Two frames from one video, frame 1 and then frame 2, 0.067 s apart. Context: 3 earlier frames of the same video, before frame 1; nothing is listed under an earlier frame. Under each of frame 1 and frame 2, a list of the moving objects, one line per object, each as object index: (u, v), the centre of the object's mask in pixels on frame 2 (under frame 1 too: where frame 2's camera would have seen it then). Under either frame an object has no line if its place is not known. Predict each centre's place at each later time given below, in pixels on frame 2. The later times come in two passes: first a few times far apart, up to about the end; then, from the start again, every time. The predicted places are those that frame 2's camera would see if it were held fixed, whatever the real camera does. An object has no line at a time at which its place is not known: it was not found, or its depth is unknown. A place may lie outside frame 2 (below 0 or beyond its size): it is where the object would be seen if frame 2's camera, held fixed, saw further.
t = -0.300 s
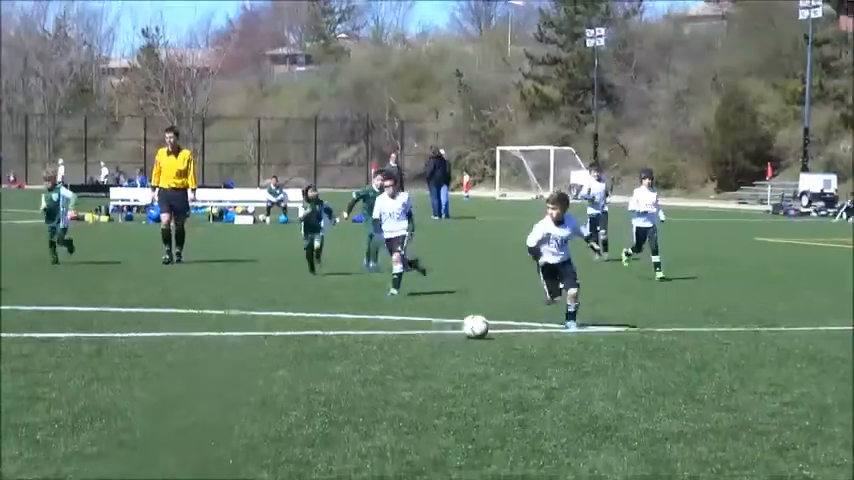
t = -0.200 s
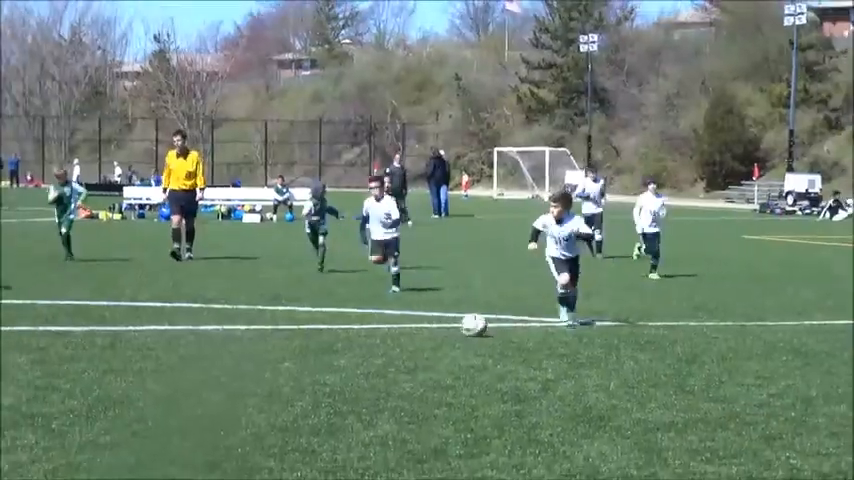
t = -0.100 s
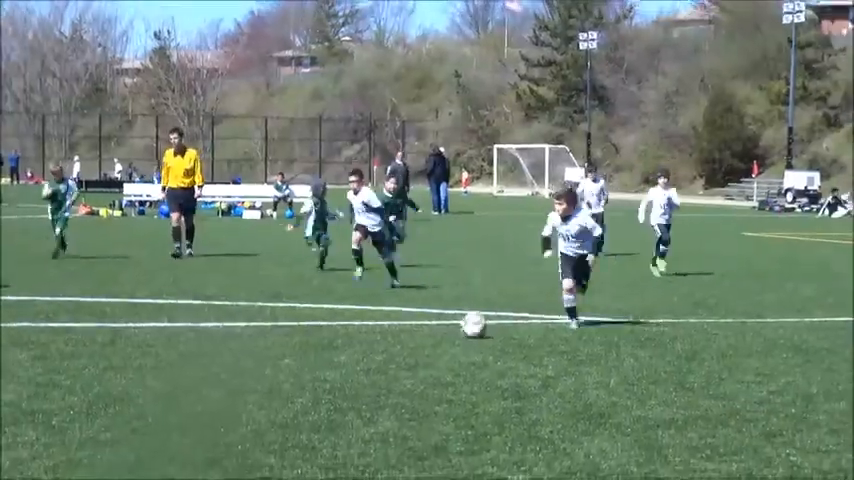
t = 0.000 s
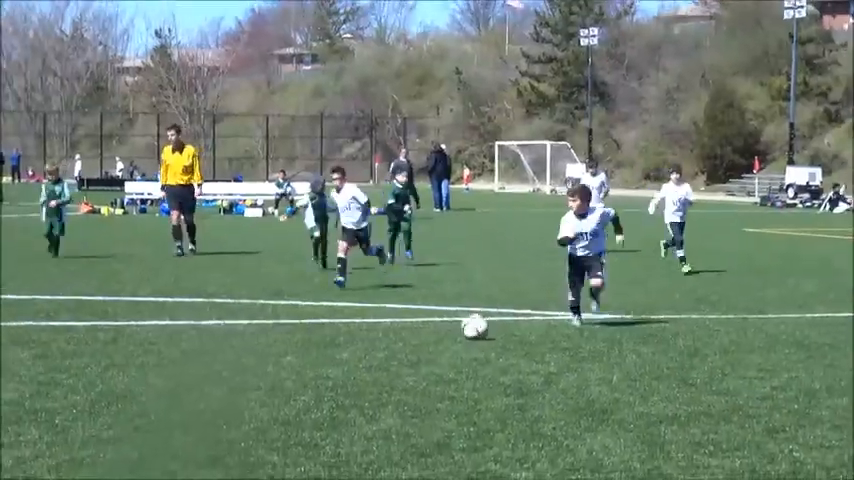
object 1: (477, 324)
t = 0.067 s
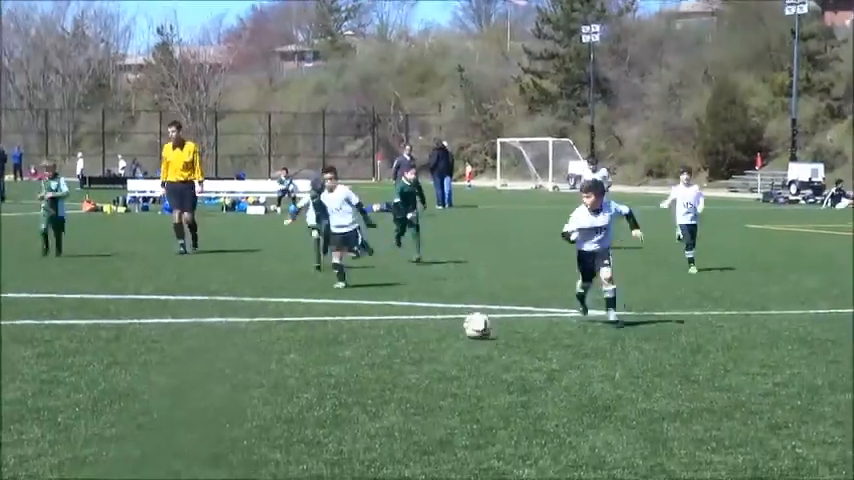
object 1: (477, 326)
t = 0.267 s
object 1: (476, 334)
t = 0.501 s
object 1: (474, 343)
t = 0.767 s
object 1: (472, 356)
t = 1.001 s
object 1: (471, 370)
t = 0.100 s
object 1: (476, 328)
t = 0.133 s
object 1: (476, 329)
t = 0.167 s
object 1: (476, 330)
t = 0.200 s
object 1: (476, 331)
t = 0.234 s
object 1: (476, 332)
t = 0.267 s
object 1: (476, 334)
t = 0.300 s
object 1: (475, 336)
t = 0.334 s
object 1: (475, 337)
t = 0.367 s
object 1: (475, 338)
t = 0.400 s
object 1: (475, 340)
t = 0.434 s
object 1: (474, 342)
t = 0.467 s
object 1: (474, 342)
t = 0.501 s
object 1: (474, 343)
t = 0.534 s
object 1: (474, 346)
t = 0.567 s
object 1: (473, 347)
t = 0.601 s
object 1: (474, 347)
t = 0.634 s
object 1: (473, 349)
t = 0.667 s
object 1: (473, 351)
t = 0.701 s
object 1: (473, 354)
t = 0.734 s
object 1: (472, 354)
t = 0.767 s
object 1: (472, 356)
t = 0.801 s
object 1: (473, 357)
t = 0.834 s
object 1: (473, 361)
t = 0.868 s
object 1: (472, 361)
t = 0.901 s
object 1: (472, 362)
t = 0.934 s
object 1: (473, 364)
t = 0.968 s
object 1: (472, 367)
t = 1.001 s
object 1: (471, 370)
